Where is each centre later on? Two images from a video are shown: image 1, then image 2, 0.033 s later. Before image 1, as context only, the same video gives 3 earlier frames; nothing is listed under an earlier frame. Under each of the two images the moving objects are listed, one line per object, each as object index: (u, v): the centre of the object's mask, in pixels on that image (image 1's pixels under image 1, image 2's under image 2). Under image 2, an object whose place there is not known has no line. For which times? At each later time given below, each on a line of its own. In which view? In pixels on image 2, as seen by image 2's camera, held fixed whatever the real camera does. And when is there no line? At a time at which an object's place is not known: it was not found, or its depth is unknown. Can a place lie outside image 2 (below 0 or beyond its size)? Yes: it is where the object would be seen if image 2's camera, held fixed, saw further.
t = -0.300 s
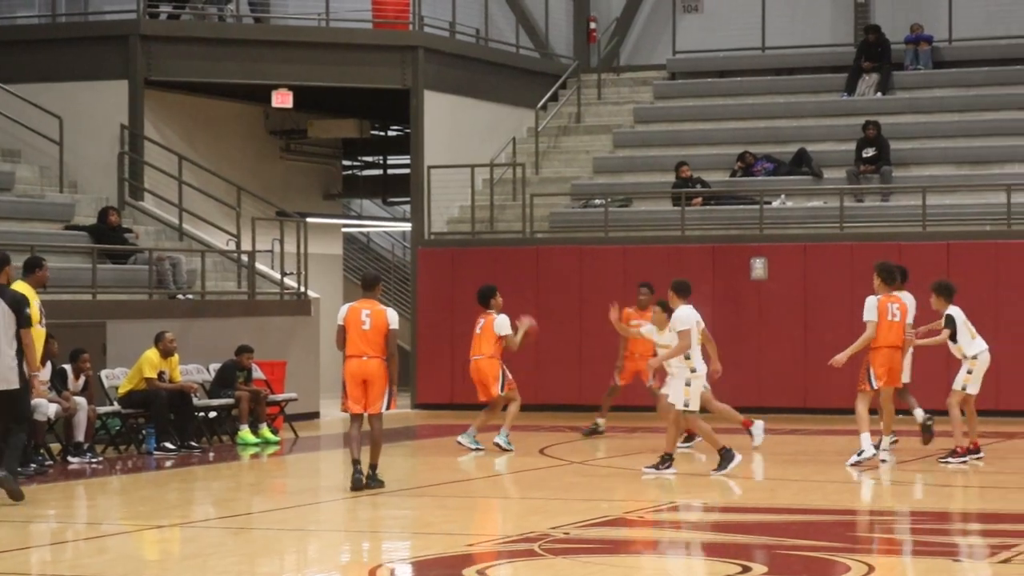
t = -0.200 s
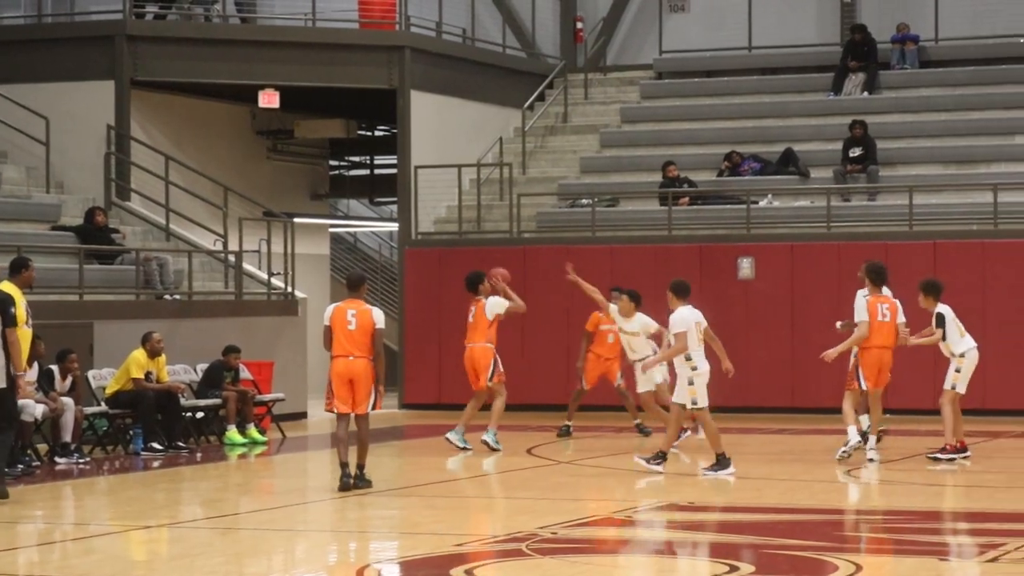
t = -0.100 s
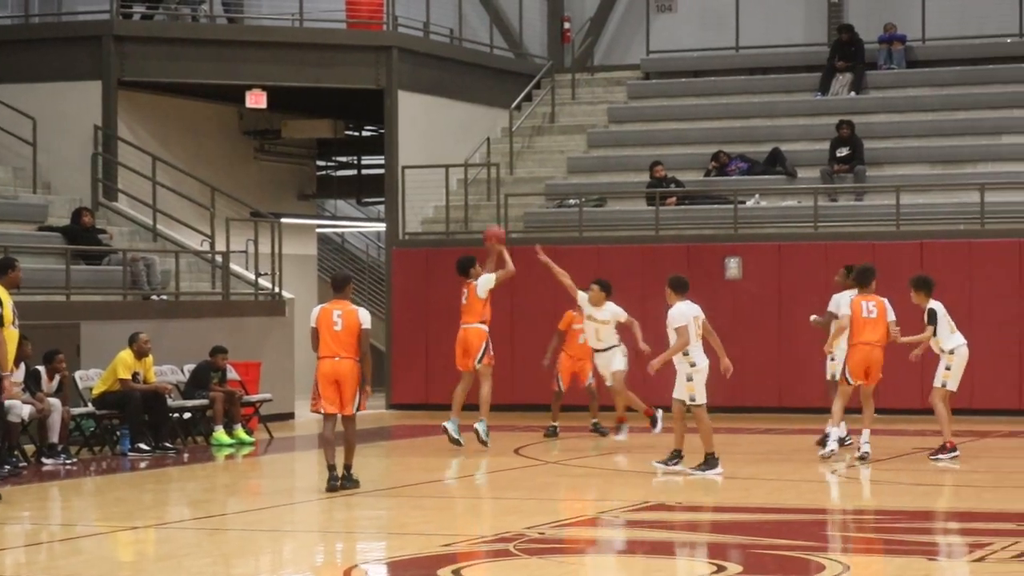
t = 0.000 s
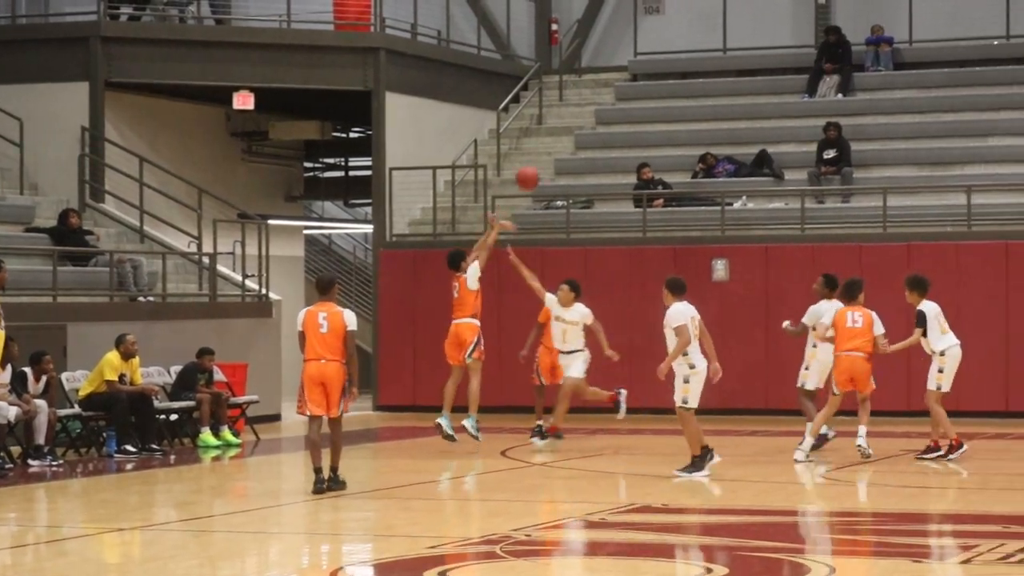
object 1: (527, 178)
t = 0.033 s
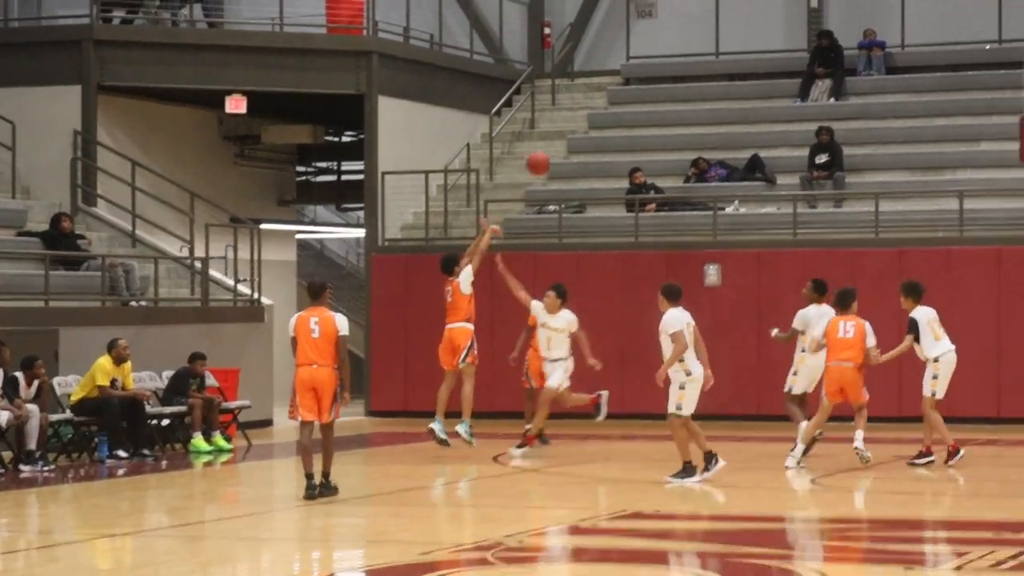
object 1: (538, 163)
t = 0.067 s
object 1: (557, 145)
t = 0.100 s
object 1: (575, 128)
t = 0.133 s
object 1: (593, 112)
